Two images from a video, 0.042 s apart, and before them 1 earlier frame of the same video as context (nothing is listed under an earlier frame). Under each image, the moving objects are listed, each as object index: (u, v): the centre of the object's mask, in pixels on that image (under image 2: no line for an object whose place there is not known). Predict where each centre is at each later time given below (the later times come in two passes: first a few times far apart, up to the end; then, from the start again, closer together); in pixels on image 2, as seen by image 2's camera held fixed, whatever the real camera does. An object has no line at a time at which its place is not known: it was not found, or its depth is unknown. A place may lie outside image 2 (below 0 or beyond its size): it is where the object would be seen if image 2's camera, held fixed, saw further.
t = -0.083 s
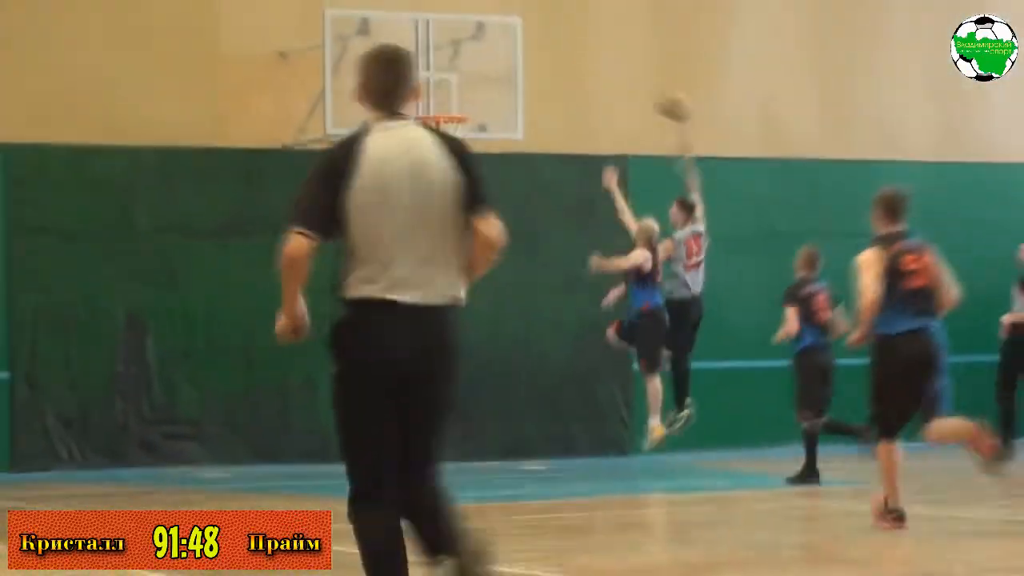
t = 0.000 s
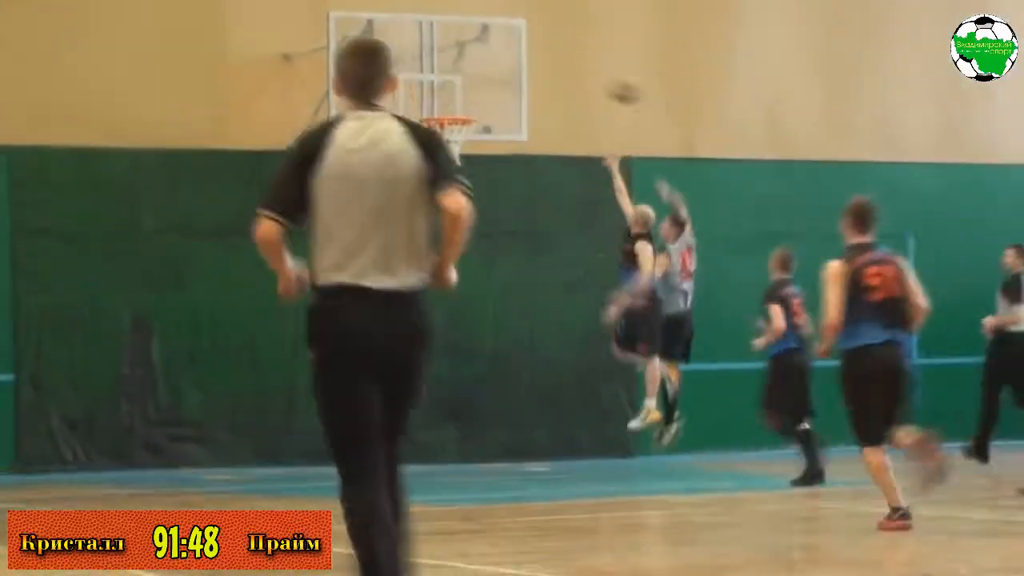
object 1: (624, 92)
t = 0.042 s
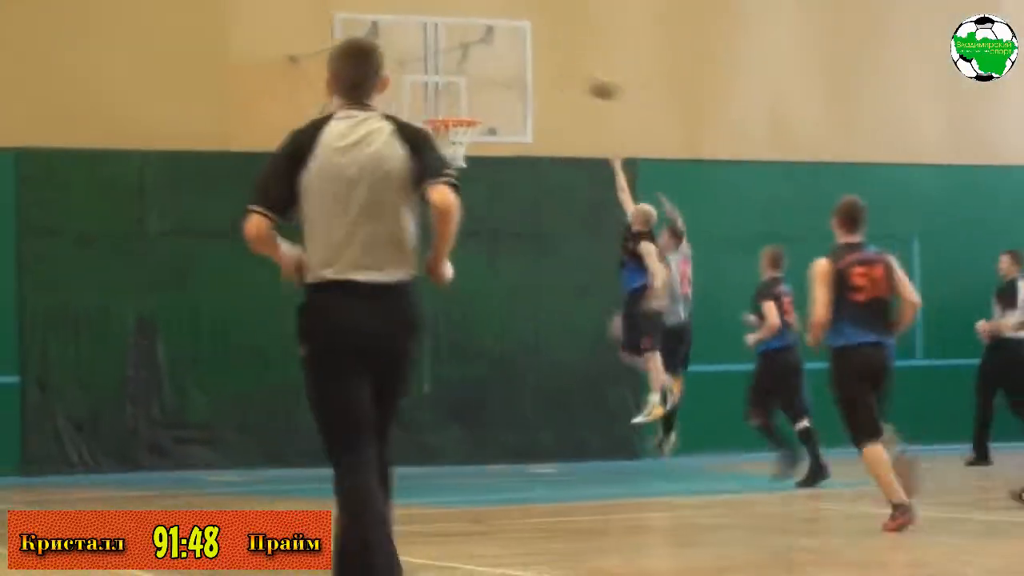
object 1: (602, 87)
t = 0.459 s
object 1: (435, 107)
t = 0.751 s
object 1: (492, 88)
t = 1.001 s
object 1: (545, 155)
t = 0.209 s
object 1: (494, 82)
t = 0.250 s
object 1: (472, 85)
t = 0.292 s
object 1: (463, 87)
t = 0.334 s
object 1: (454, 91)
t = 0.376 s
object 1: (448, 97)
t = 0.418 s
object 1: (434, 107)
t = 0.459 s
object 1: (435, 107)
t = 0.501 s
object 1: (444, 97)
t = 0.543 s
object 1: (452, 92)
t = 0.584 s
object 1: (459, 87)
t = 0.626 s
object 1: (467, 84)
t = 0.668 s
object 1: (476, 83)
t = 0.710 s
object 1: (482, 87)
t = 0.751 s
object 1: (492, 88)
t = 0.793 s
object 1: (499, 93)
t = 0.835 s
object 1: (506, 102)
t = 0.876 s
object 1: (516, 113)
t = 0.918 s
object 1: (523, 127)
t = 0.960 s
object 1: (534, 138)
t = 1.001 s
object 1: (545, 155)
